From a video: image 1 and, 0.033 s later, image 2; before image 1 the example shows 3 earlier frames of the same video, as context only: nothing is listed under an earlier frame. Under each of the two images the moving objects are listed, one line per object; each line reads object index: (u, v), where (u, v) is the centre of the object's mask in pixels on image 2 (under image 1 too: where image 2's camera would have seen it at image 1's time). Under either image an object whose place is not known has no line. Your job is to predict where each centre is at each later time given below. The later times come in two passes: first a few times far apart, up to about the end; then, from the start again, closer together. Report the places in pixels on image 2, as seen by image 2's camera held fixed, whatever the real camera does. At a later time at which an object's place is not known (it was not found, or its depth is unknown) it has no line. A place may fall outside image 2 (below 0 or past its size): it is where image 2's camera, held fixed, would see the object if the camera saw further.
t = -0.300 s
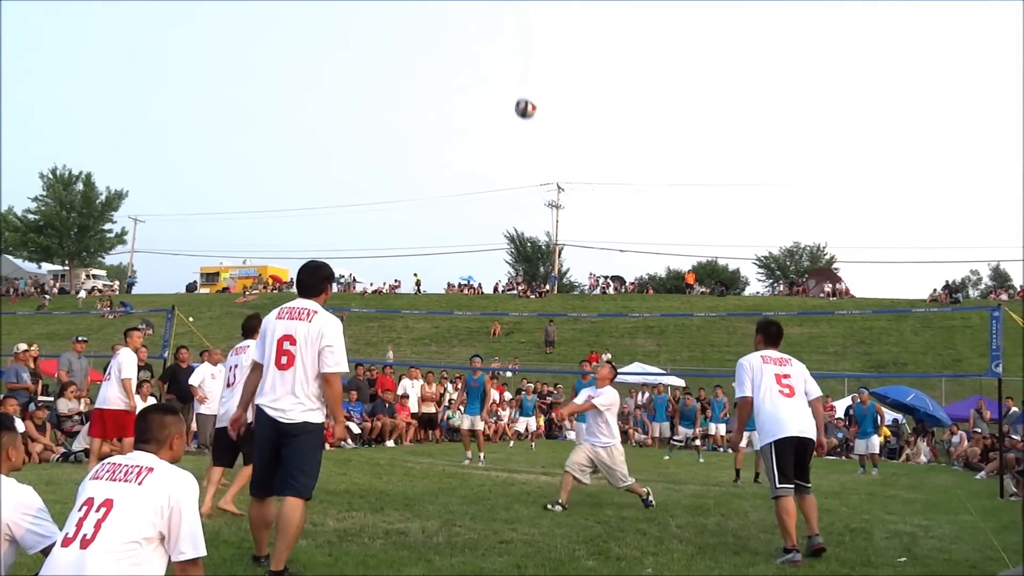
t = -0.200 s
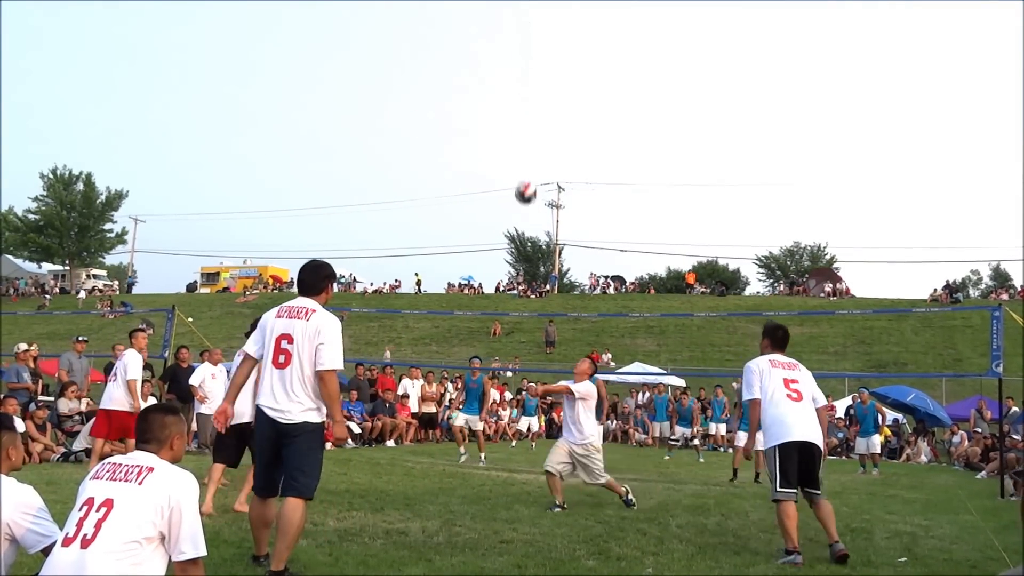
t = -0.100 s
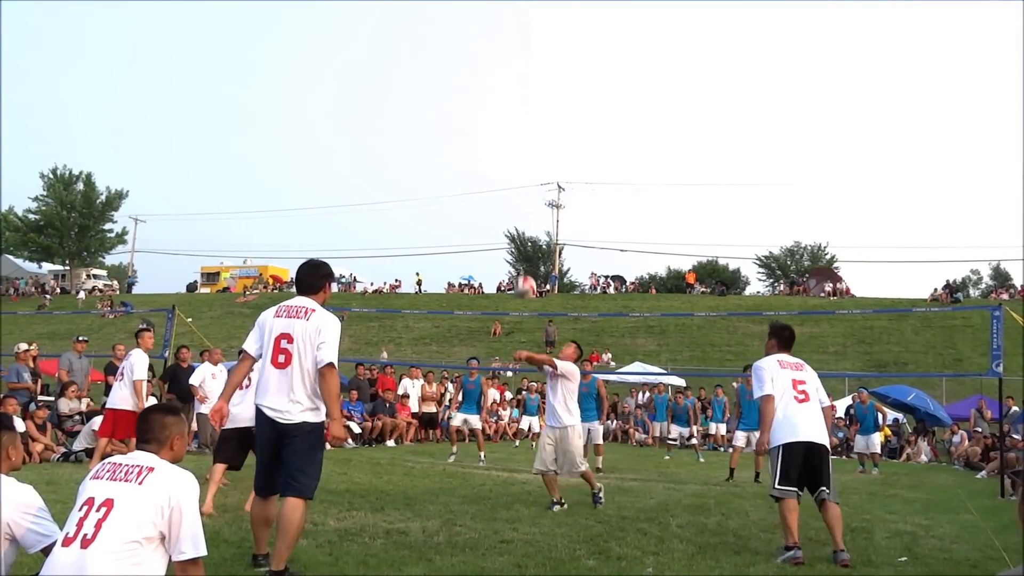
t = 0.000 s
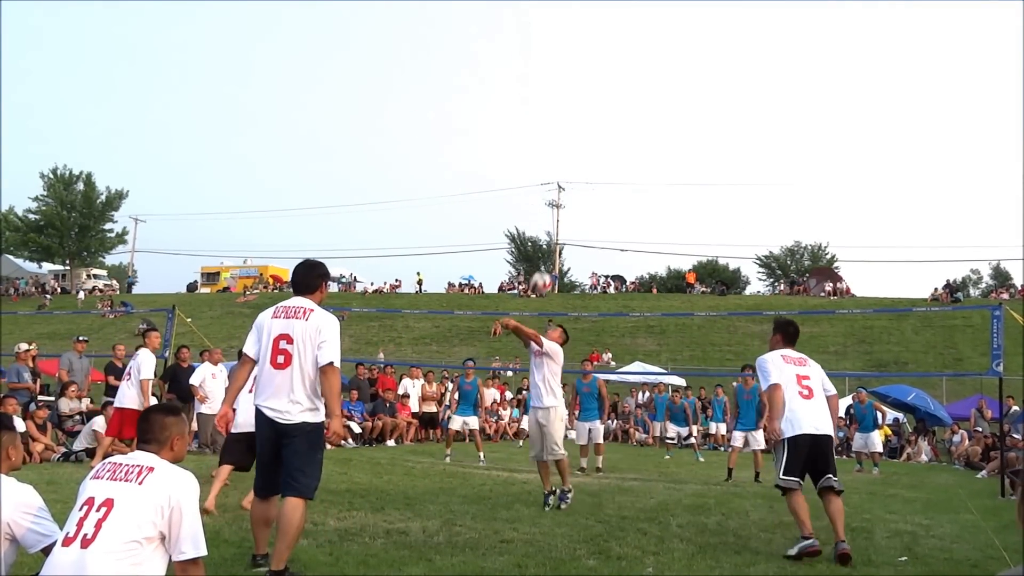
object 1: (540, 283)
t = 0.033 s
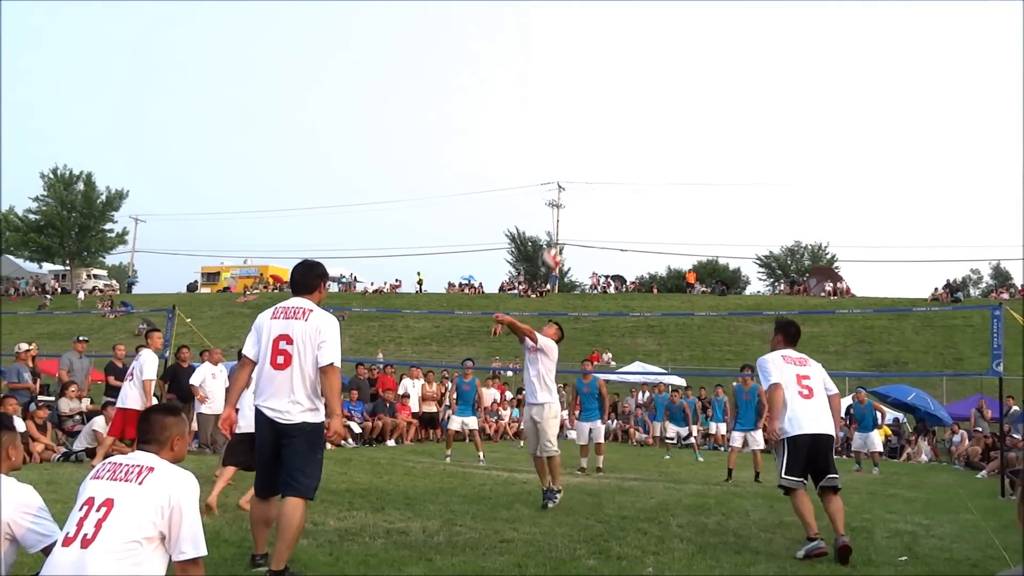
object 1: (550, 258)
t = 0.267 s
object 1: (608, 133)
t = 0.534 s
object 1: (667, 68)
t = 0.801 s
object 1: (718, 70)
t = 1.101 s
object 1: (767, 142)
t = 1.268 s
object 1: (791, 211)
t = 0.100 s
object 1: (567, 216)
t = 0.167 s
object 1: (584, 178)
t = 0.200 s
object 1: (592, 162)
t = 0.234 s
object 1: (600, 147)
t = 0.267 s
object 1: (608, 133)
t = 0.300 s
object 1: (616, 121)
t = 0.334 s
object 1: (624, 109)
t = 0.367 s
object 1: (631, 100)
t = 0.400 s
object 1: (639, 91)
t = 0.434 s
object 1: (646, 84)
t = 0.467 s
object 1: (653, 77)
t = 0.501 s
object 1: (660, 72)
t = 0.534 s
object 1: (667, 68)
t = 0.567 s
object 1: (674, 65)
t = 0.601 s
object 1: (680, 63)
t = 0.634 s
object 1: (687, 62)
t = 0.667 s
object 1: (693, 61)
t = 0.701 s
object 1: (700, 62)
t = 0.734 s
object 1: (706, 64)
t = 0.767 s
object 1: (712, 67)
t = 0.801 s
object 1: (718, 70)
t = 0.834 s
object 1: (723, 75)
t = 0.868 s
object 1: (729, 80)
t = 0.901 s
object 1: (735, 87)
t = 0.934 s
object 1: (740, 94)
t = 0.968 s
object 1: (746, 102)
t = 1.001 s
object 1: (751, 111)
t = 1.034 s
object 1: (757, 120)
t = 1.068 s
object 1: (762, 131)
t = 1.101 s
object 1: (767, 142)
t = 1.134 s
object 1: (772, 154)
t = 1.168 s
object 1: (776, 168)
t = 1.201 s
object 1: (781, 181)
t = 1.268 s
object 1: (791, 211)
